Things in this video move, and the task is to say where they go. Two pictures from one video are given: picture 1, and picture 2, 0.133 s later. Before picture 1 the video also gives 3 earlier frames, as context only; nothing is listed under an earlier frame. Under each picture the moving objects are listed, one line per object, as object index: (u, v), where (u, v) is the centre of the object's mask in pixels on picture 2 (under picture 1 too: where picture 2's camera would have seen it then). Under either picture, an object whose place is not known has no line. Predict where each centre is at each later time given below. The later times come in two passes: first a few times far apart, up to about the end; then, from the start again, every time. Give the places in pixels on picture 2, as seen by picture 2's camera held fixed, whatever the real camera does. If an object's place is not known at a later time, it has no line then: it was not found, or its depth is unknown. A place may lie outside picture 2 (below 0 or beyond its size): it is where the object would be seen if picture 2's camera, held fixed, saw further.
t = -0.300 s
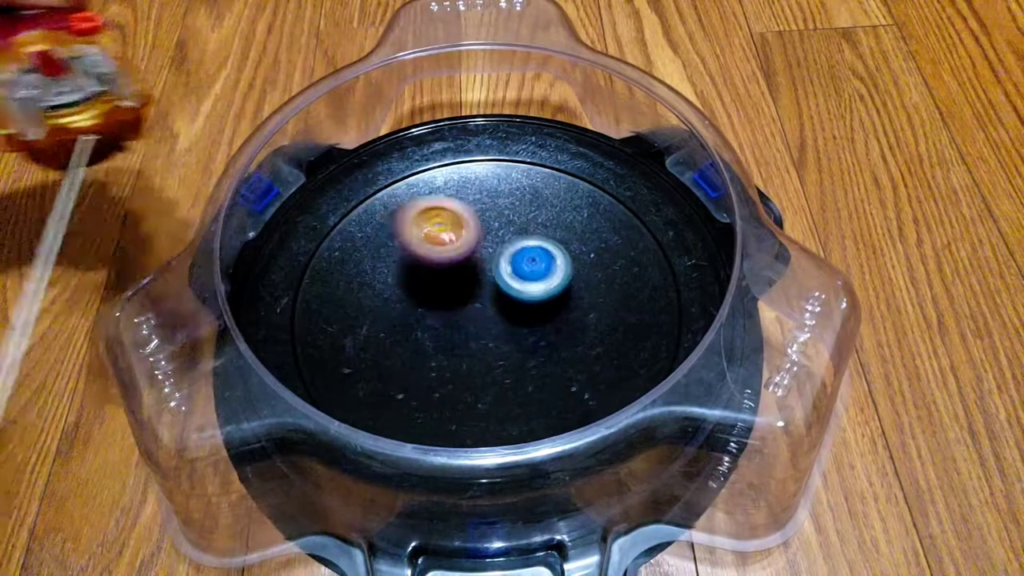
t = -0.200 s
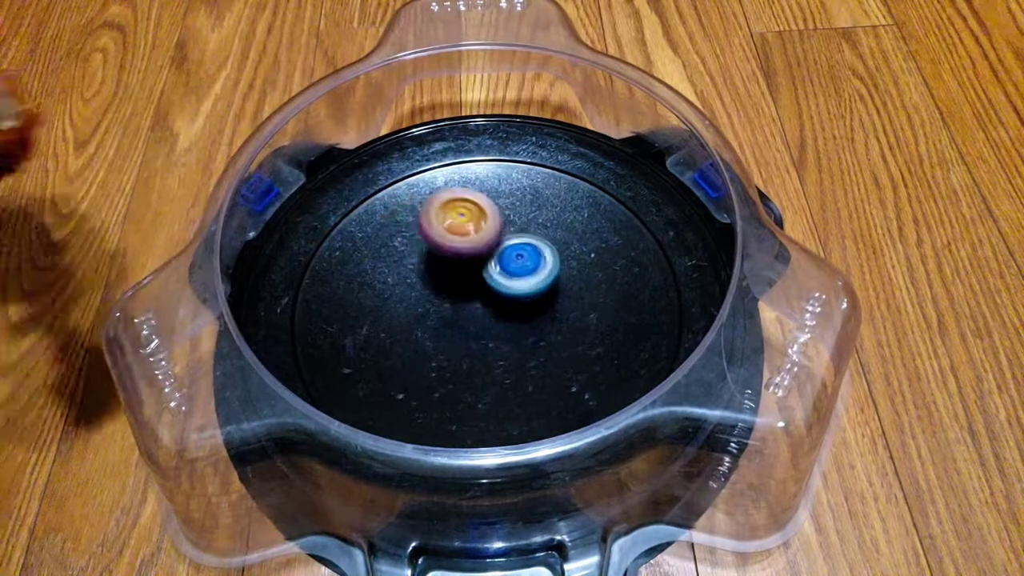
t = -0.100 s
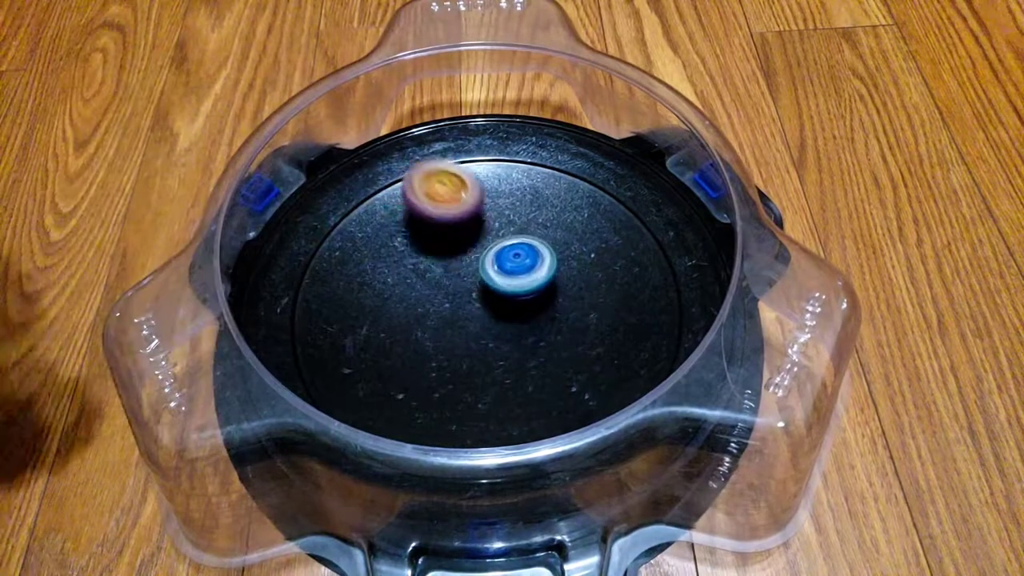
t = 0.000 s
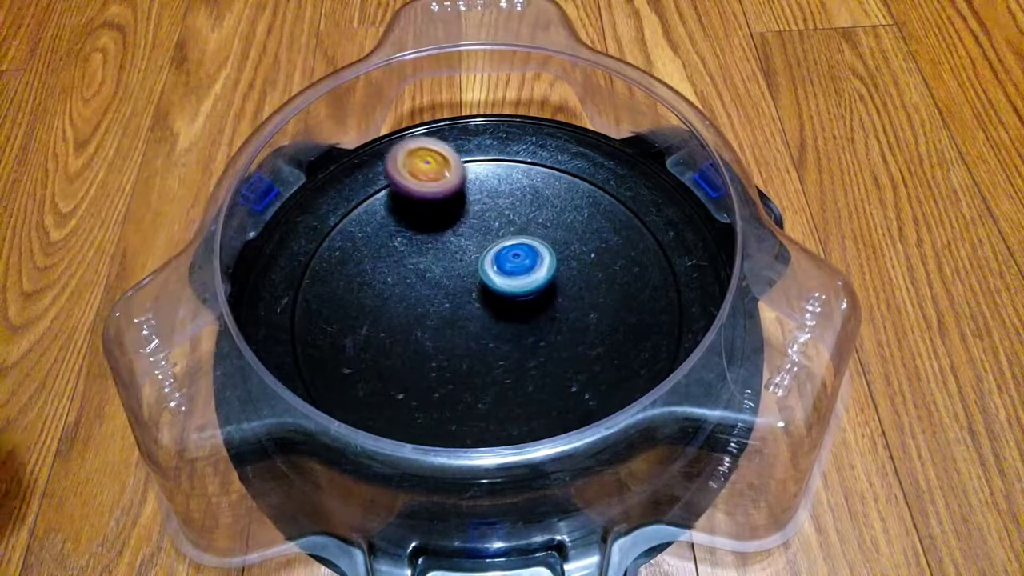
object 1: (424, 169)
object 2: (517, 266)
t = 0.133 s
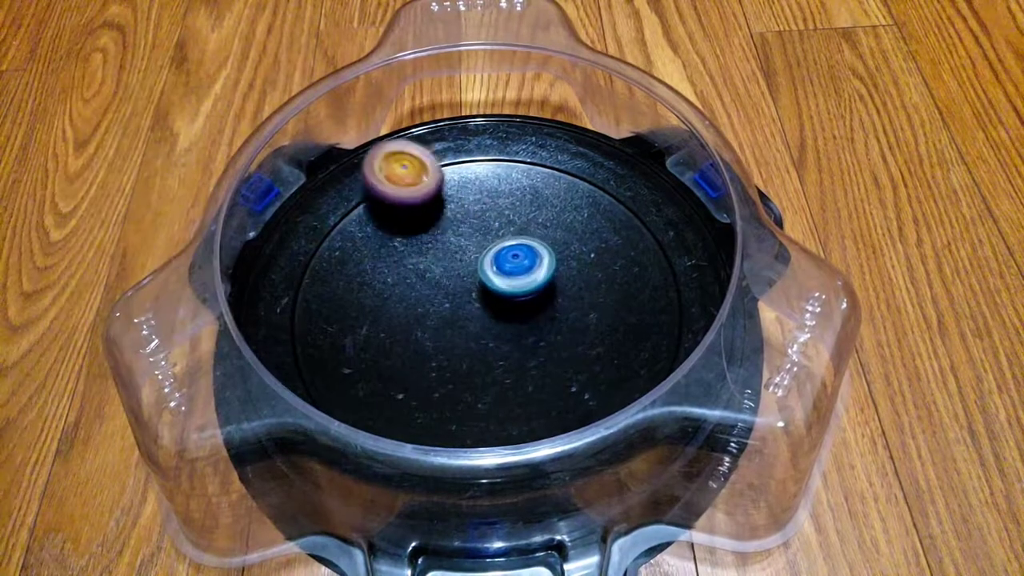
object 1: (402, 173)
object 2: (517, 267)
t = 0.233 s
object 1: (392, 206)
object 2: (516, 267)
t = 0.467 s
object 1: (411, 309)
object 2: (516, 267)
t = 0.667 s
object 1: (480, 338)
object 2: (538, 248)
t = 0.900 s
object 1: (495, 343)
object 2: (549, 238)
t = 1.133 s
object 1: (473, 294)
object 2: (555, 224)
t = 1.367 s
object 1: (400, 264)
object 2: (545, 238)
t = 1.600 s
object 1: (427, 355)
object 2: (532, 245)
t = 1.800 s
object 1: (597, 335)
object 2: (511, 253)
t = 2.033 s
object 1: (613, 184)
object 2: (506, 257)
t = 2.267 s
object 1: (415, 155)
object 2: (505, 257)
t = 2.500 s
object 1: (326, 388)
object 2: (504, 258)
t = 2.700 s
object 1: (639, 387)
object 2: (503, 259)
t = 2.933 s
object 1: (524, 146)
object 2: (502, 262)
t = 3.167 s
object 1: (304, 352)
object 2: (503, 263)
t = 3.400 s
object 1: (662, 352)
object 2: (502, 264)
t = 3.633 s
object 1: (538, 155)
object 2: (501, 267)
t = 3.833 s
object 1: (324, 218)
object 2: (503, 269)
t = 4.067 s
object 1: (435, 438)
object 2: (503, 269)
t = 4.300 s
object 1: (658, 322)
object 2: (504, 270)
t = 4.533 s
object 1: (547, 144)
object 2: (504, 273)
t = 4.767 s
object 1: (328, 235)
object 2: (504, 273)
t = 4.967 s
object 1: (390, 407)
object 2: (505, 274)
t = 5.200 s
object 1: (657, 339)
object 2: (505, 275)
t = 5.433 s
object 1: (577, 159)
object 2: (504, 276)
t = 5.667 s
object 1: (329, 223)
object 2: (505, 277)
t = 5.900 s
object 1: (403, 441)
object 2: (505, 278)
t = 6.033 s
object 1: (574, 434)
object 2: (505, 279)
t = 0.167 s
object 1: (398, 182)
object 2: (517, 267)
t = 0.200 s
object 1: (395, 194)
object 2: (517, 267)
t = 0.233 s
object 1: (392, 206)
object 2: (516, 267)
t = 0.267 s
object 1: (390, 221)
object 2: (516, 267)
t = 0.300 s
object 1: (389, 237)
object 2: (516, 267)
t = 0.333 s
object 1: (389, 254)
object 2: (516, 267)
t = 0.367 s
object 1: (392, 270)
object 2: (516, 267)
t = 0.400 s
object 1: (395, 285)
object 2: (516, 267)
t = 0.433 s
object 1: (402, 298)
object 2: (516, 267)
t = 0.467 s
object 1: (411, 309)
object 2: (516, 267)
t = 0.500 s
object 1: (424, 317)
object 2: (516, 267)
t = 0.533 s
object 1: (441, 321)
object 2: (515, 268)
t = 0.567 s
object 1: (459, 323)
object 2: (516, 268)
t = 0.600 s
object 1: (471, 325)
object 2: (520, 265)
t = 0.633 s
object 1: (483, 326)
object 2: (523, 263)
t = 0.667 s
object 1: (480, 338)
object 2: (538, 248)
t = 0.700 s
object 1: (477, 350)
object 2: (549, 236)
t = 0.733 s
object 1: (475, 357)
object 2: (557, 229)
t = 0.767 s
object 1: (475, 362)
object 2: (557, 229)
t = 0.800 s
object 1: (477, 363)
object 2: (555, 231)
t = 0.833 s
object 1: (481, 360)
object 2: (553, 233)
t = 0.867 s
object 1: (488, 353)
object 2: (551, 236)
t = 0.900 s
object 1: (495, 343)
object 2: (549, 238)
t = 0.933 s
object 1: (503, 330)
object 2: (546, 241)
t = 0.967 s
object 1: (511, 314)
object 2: (543, 243)
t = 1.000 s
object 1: (506, 310)
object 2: (549, 234)
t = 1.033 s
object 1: (496, 308)
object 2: (556, 225)
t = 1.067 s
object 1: (487, 305)
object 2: (558, 221)
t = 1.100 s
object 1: (482, 302)
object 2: (558, 221)
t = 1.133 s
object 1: (473, 294)
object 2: (555, 224)
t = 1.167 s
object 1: (464, 285)
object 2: (554, 227)
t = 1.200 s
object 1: (454, 275)
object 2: (553, 229)
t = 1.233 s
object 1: (443, 268)
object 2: (551, 231)
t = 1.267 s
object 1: (432, 263)
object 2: (549, 233)
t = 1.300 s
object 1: (421, 260)
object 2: (548, 235)
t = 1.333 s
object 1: (410, 261)
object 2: (547, 236)
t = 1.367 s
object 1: (400, 264)
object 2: (545, 238)
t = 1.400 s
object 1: (391, 271)
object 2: (544, 239)
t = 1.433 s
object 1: (385, 281)
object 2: (542, 240)
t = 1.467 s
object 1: (382, 293)
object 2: (541, 241)
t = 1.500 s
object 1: (385, 308)
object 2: (539, 242)
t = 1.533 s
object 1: (392, 324)
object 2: (537, 243)
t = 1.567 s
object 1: (407, 341)
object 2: (535, 245)
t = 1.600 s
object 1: (427, 355)
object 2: (532, 245)
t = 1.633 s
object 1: (454, 364)
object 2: (529, 247)
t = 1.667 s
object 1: (483, 369)
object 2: (525, 248)
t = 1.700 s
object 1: (513, 368)
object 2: (522, 249)
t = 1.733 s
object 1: (545, 362)
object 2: (518, 250)
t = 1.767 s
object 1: (572, 351)
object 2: (514, 252)
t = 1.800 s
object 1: (597, 335)
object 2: (511, 253)
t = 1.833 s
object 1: (617, 316)
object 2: (509, 254)
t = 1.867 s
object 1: (630, 295)
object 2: (508, 255)
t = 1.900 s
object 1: (639, 271)
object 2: (507, 255)
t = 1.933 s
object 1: (641, 248)
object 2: (507, 255)
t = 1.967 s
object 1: (637, 225)
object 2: (506, 256)
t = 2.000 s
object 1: (627, 203)
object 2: (506, 256)
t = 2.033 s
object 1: (613, 184)
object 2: (506, 257)
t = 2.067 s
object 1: (594, 166)
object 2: (506, 256)
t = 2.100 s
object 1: (569, 155)
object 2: (506, 256)
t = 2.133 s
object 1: (539, 148)
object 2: (505, 257)
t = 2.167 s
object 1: (525, 146)
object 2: (505, 257)
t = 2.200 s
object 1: (490, 142)
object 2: (505, 257)
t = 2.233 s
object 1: (453, 146)
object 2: (505, 257)
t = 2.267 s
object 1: (415, 155)
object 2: (505, 257)
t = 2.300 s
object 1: (379, 173)
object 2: (505, 257)
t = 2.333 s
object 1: (346, 196)
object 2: (504, 258)
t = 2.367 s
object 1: (321, 227)
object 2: (504, 257)
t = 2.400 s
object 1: (302, 264)
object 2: (504, 258)
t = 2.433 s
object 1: (293, 304)
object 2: (504, 257)
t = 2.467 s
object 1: (305, 347)
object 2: (504, 257)
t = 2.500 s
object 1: (326, 388)
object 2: (504, 258)
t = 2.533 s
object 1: (363, 420)
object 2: (504, 258)
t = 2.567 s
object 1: (413, 444)
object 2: (503, 258)
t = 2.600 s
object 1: (476, 453)
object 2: (503, 258)
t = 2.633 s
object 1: (540, 445)
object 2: (503, 259)
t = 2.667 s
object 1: (594, 421)
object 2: (503, 259)
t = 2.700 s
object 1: (639, 387)
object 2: (503, 259)
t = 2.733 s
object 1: (662, 340)
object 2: (503, 260)
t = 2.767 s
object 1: (673, 294)
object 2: (502, 260)
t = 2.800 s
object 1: (670, 249)
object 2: (502, 260)
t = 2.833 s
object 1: (645, 213)
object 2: (502, 261)
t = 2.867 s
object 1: (614, 180)
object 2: (502, 262)
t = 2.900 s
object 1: (573, 156)
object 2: (503, 263)
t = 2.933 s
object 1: (524, 146)
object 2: (502, 262)
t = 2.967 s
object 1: (468, 147)
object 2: (503, 262)
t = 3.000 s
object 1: (414, 154)
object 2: (503, 262)
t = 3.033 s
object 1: (366, 175)
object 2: (503, 262)
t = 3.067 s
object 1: (326, 208)
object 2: (503, 262)
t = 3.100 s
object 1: (302, 250)
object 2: (503, 263)
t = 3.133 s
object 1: (291, 301)
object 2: (503, 262)
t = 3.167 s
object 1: (304, 352)
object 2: (503, 263)
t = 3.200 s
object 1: (337, 402)
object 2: (502, 263)
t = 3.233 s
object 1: (392, 436)
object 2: (502, 263)
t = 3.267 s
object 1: (426, 445)
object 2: (502, 263)
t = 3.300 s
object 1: (499, 445)
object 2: (502, 263)
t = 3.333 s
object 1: (569, 430)
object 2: (502, 263)
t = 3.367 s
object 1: (624, 395)
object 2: (503, 264)
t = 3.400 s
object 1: (662, 352)
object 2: (502, 264)
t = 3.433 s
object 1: (690, 308)
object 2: (503, 264)
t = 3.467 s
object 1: (707, 267)
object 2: (503, 265)
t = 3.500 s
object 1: (686, 235)
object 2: (501, 264)
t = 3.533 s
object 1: (653, 208)
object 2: (501, 266)
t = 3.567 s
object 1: (617, 189)
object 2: (501, 267)
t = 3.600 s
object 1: (578, 170)
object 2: (501, 267)
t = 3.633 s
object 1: (538, 155)
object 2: (501, 267)
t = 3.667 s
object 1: (495, 147)
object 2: (502, 267)
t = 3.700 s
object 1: (452, 144)
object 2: (502, 268)
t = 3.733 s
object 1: (414, 148)
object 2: (503, 268)
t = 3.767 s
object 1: (376, 163)
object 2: (503, 269)
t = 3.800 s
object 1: (348, 187)
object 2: (503, 269)
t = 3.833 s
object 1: (324, 218)
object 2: (503, 269)
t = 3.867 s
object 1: (305, 250)
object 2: (503, 269)
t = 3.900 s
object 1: (296, 288)
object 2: (503, 269)
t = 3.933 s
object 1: (304, 330)
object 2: (503, 269)
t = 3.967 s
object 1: (321, 367)
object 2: (503, 270)
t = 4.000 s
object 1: (351, 396)
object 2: (503, 269)
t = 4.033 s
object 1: (389, 423)
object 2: (503, 269)
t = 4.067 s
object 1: (435, 438)
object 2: (503, 269)
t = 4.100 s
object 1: (484, 443)
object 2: (503, 269)
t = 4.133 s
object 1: (532, 437)
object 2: (503, 269)
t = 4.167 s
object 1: (574, 421)
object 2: (503, 270)
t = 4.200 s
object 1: (608, 399)
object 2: (503, 270)
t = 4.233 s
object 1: (635, 370)
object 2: (503, 270)
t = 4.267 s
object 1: (652, 337)
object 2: (504, 270)
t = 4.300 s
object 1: (658, 322)
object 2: (504, 270)
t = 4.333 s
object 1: (661, 272)
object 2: (503, 271)
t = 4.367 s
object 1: (657, 257)
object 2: (503, 271)
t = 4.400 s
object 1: (644, 228)
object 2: (503, 271)
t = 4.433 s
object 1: (625, 201)
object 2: (504, 272)
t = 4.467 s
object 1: (602, 177)
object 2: (504, 272)
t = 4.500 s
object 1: (577, 156)
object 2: (504, 272)
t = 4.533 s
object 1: (547, 144)
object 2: (504, 273)
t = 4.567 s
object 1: (512, 140)
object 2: (504, 273)
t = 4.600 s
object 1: (476, 141)
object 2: (504, 273)
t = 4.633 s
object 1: (439, 151)
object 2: (504, 273)
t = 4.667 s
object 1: (403, 164)
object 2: (504, 273)
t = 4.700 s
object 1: (369, 178)
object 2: (504, 274)
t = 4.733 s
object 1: (344, 202)
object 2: (504, 274)
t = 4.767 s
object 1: (328, 235)
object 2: (504, 273)
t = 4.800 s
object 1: (313, 268)
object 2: (504, 273)
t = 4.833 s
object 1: (309, 303)
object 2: (504, 273)
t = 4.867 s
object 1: (313, 337)
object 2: (504, 273)
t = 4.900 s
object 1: (329, 367)
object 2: (505, 274)
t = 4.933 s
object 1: (355, 391)
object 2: (505, 274)
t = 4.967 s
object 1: (390, 407)
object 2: (505, 274)
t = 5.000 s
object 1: (427, 418)
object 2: (505, 274)
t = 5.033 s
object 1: (471, 422)
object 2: (505, 274)
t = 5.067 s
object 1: (513, 419)
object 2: (505, 274)
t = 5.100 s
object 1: (556, 407)
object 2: (505, 274)
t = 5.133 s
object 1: (596, 391)
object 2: (505, 275)
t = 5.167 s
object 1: (635, 371)
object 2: (505, 275)
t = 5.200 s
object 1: (657, 339)
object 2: (505, 275)
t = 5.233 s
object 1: (677, 309)
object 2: (505, 275)
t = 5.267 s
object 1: (678, 278)
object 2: (504, 275)
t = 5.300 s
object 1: (664, 245)
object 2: (505, 276)
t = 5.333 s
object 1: (649, 214)
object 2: (504, 276)
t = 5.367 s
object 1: (626, 186)
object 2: (504, 276)
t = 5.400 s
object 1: (610, 176)
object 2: (504, 276)
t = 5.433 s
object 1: (577, 159)
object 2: (504, 276)
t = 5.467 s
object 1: (540, 148)
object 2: (504, 277)
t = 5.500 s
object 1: (498, 147)
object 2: (504, 276)
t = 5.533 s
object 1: (455, 150)
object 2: (504, 276)
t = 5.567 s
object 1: (416, 158)
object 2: (504, 277)
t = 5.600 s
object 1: (380, 172)
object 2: (505, 277)
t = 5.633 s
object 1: (351, 196)
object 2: (505, 277)
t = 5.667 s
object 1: (329, 223)
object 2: (505, 277)
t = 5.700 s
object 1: (314, 256)
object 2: (505, 277)
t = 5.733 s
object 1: (307, 291)
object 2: (505, 277)
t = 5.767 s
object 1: (309, 326)
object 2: (505, 277)
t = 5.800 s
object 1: (321, 359)
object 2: (505, 277)
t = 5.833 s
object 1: (341, 393)
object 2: (505, 278)
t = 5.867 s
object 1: (367, 421)
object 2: (505, 277)
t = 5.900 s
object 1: (403, 441)
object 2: (505, 278)
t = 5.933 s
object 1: (441, 456)
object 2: (505, 278)
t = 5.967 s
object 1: (487, 454)
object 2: (505, 279)
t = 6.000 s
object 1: (534, 444)
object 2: (505, 279)
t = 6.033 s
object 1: (574, 434)
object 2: (505, 279)
